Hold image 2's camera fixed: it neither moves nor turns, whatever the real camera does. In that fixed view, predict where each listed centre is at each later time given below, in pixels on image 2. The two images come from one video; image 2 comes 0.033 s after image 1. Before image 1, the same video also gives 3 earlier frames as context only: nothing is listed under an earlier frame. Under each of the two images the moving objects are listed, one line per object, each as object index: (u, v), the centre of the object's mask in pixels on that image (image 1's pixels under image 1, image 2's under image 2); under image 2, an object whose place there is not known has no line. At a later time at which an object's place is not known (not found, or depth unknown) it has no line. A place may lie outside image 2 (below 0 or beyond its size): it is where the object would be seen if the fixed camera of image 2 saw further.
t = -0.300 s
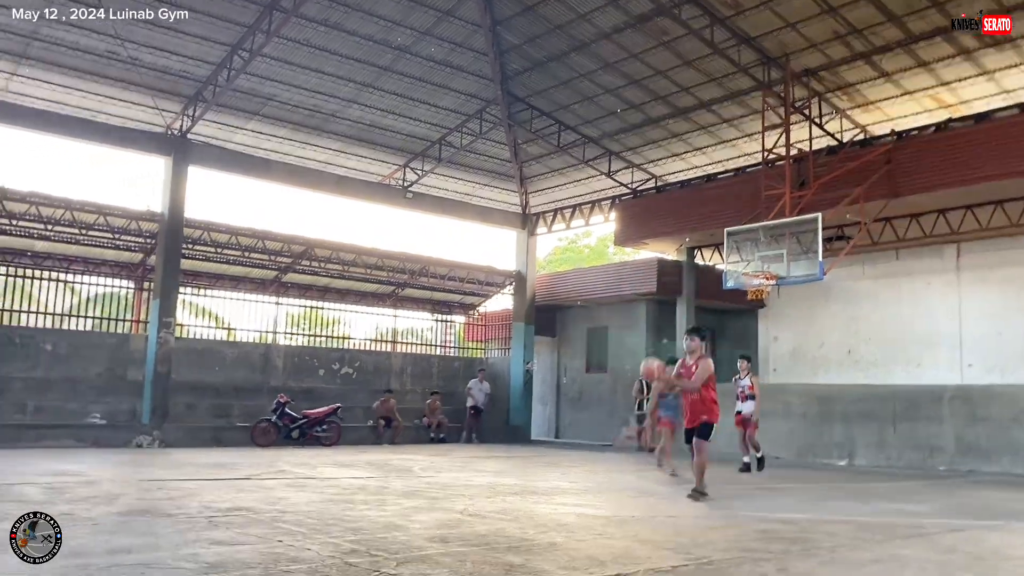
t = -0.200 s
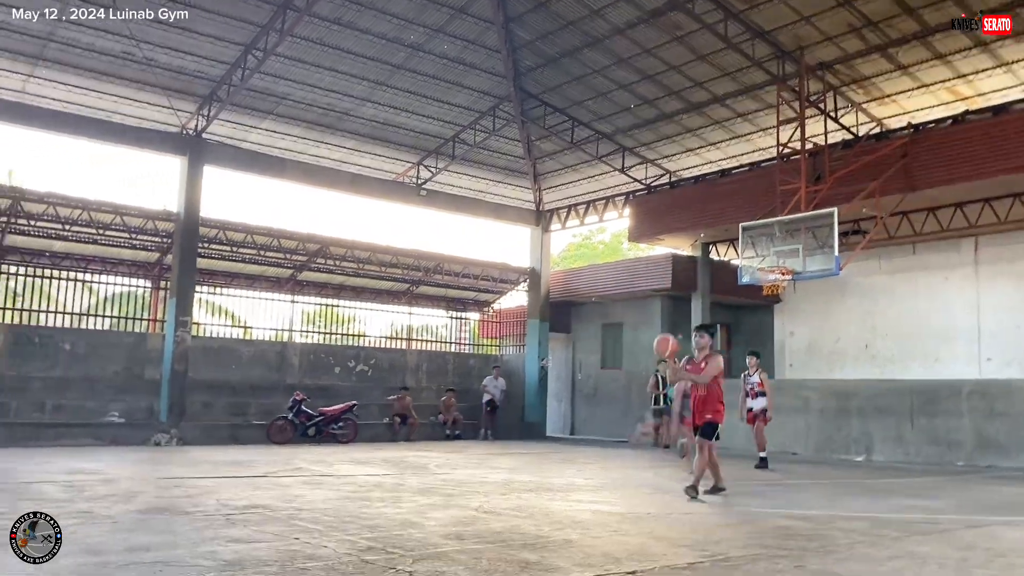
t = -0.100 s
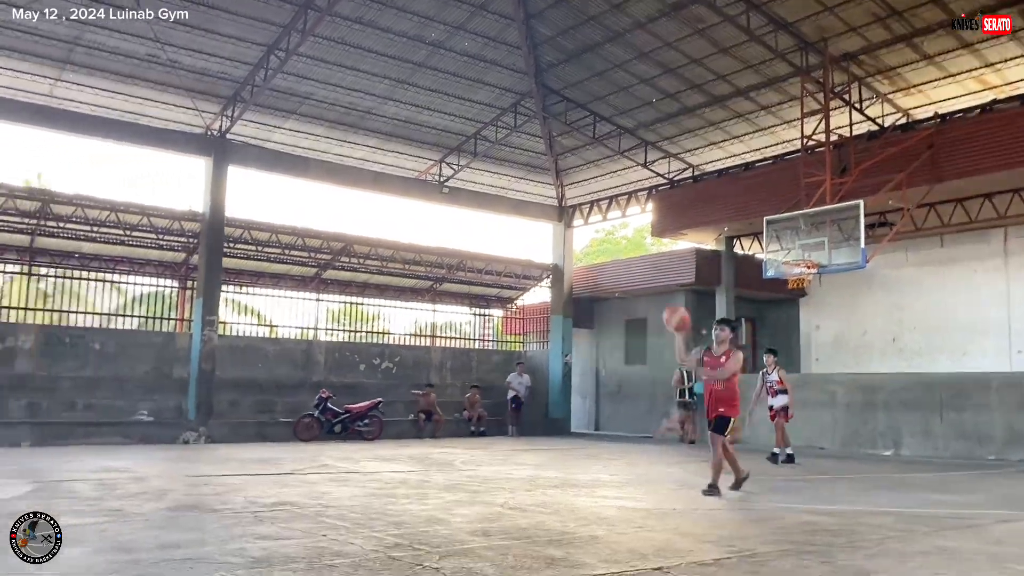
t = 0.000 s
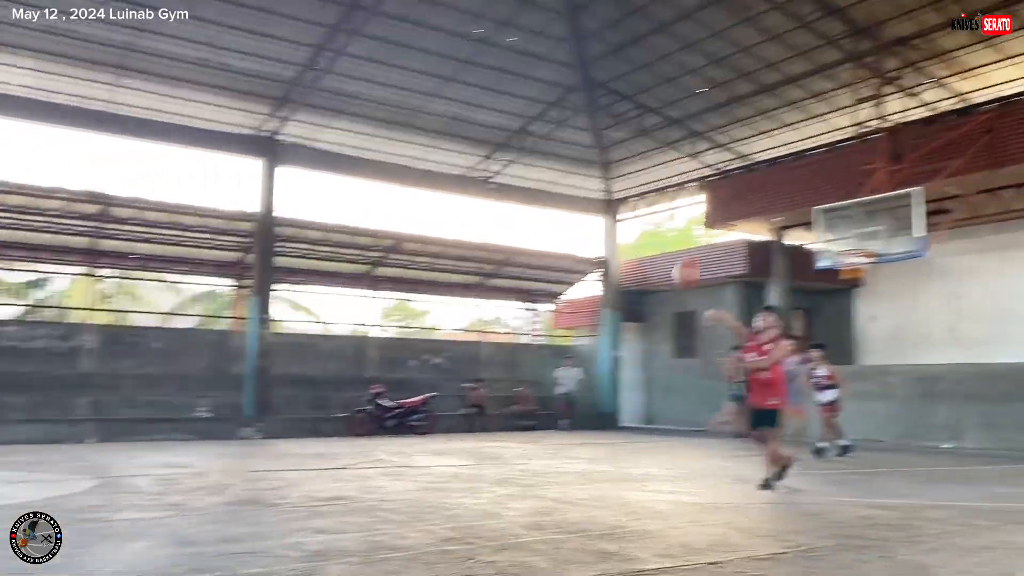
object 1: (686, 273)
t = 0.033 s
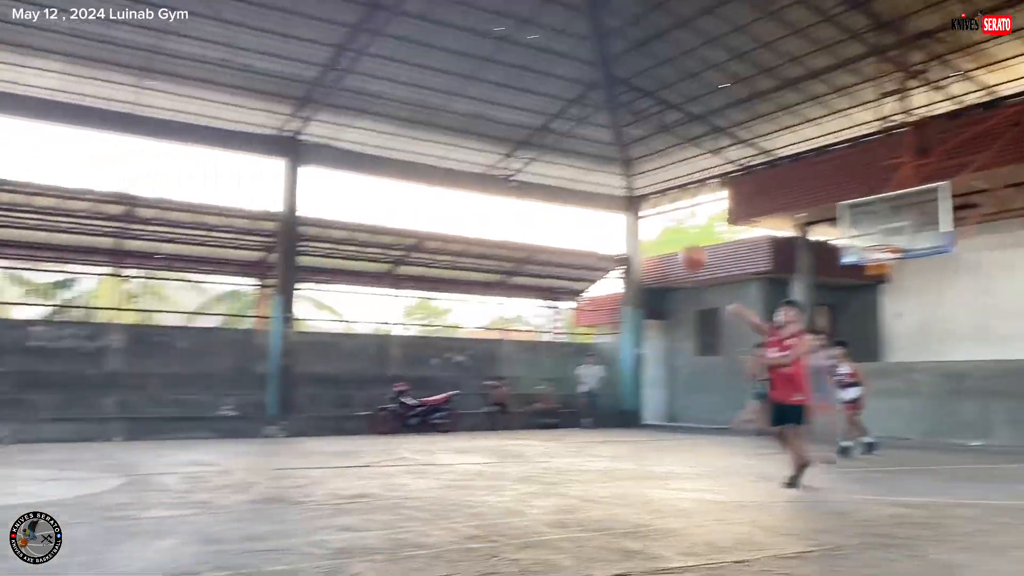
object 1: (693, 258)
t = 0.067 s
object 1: (676, 246)
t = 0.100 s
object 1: (658, 235)
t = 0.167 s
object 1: (623, 214)
